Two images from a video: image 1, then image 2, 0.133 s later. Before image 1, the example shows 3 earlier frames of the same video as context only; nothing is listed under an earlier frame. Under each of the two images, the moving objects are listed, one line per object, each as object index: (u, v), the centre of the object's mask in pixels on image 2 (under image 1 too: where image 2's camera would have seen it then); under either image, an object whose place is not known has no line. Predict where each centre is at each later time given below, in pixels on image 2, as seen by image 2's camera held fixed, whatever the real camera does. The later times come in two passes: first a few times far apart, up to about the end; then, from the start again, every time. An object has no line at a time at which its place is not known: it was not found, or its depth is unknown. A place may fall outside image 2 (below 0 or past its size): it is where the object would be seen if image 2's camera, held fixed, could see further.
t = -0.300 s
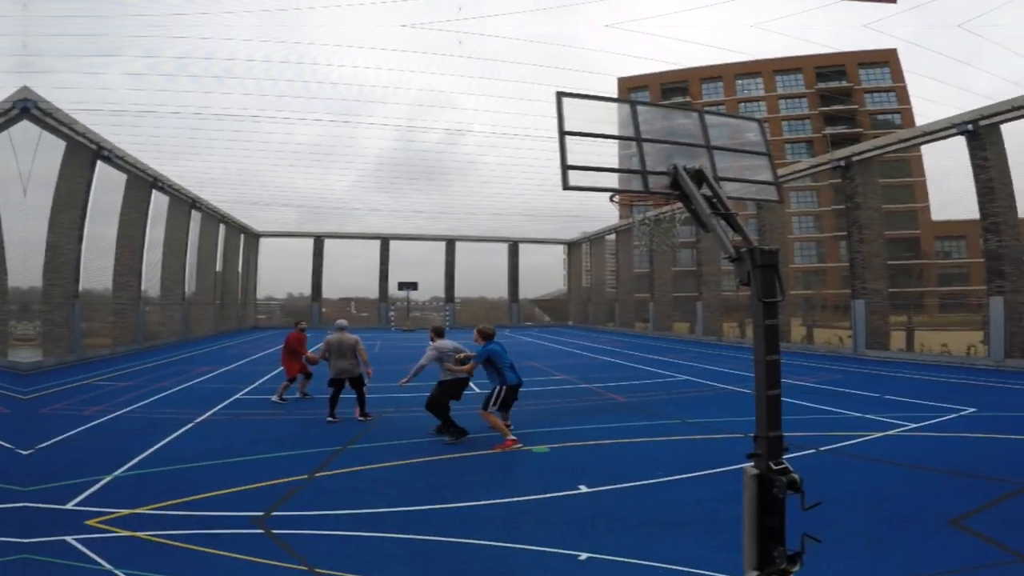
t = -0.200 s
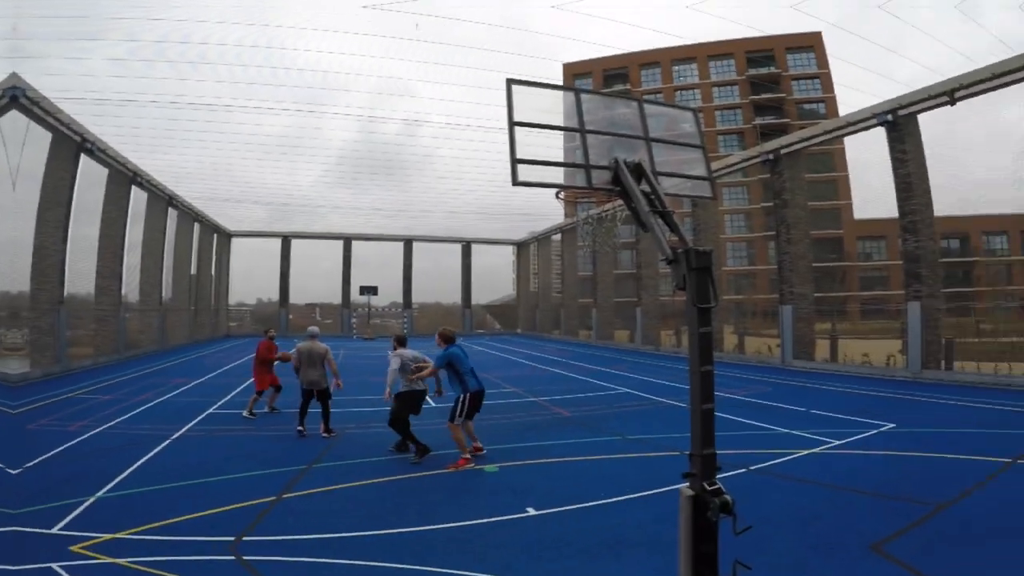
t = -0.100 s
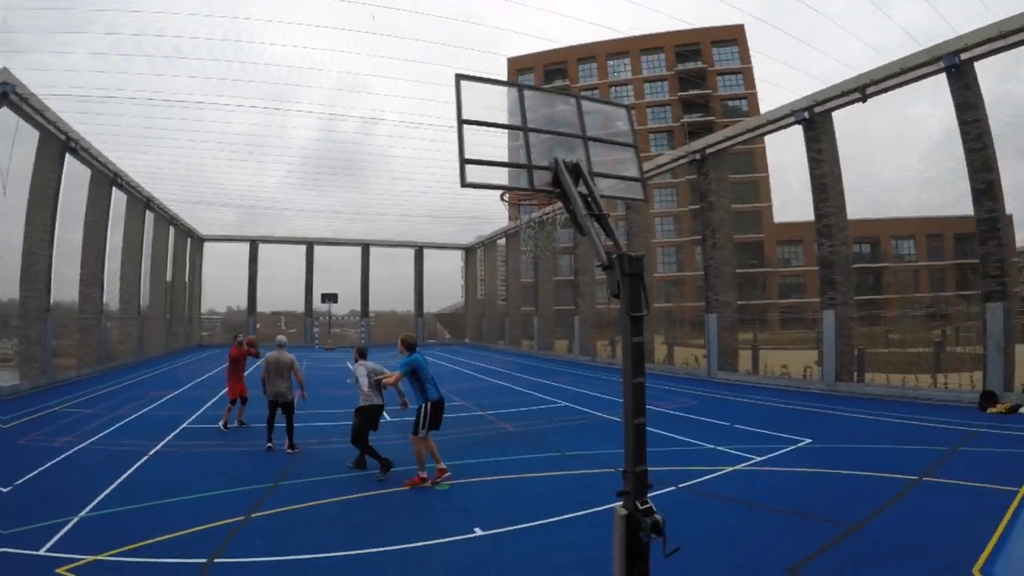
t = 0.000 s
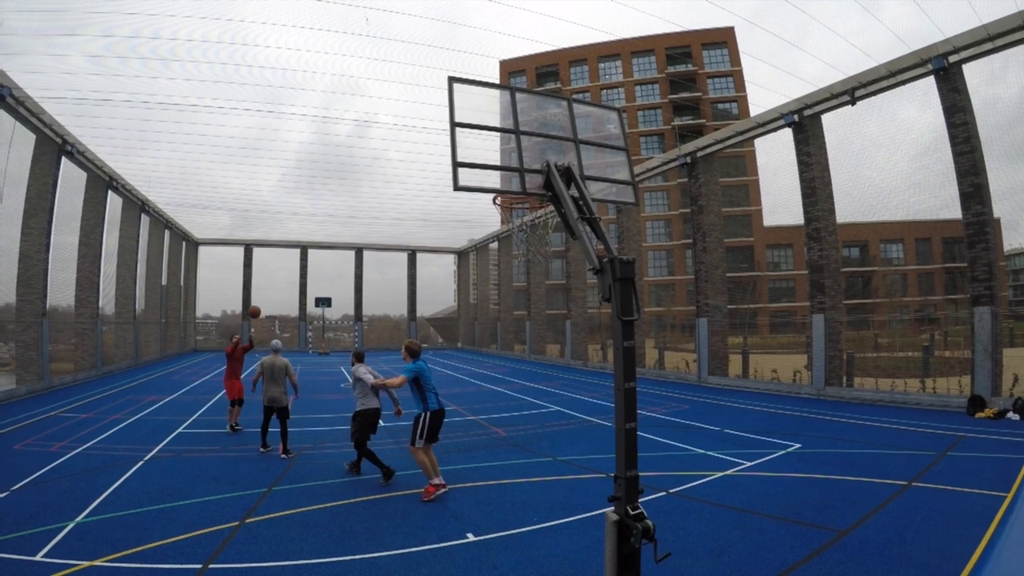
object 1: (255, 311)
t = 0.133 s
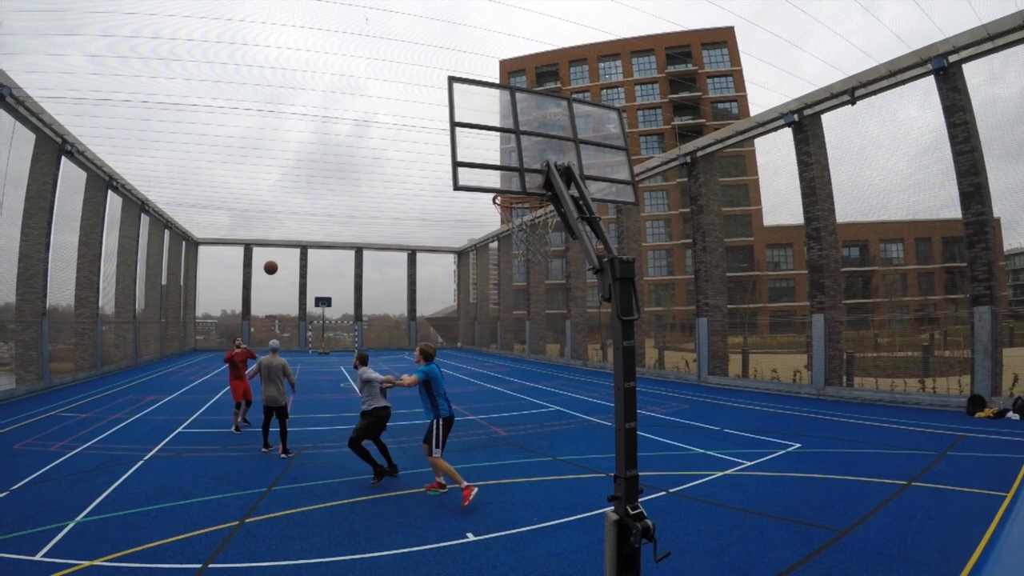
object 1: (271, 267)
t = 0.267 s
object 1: (290, 231)
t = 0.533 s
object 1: (339, 194)
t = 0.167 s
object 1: (276, 256)
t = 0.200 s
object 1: (280, 249)
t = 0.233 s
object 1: (284, 240)
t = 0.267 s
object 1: (290, 231)
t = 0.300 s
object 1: (295, 225)
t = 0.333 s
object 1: (301, 217)
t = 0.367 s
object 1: (306, 212)
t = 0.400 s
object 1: (312, 206)
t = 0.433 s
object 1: (318, 202)
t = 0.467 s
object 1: (325, 198)
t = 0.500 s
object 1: (331, 195)
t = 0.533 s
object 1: (339, 194)
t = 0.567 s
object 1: (345, 193)
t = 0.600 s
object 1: (352, 194)
